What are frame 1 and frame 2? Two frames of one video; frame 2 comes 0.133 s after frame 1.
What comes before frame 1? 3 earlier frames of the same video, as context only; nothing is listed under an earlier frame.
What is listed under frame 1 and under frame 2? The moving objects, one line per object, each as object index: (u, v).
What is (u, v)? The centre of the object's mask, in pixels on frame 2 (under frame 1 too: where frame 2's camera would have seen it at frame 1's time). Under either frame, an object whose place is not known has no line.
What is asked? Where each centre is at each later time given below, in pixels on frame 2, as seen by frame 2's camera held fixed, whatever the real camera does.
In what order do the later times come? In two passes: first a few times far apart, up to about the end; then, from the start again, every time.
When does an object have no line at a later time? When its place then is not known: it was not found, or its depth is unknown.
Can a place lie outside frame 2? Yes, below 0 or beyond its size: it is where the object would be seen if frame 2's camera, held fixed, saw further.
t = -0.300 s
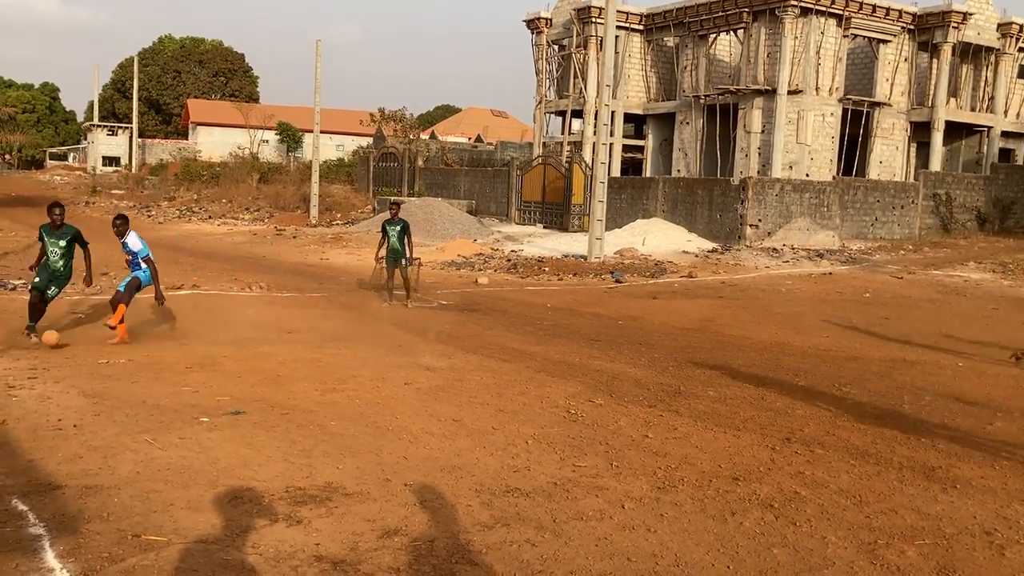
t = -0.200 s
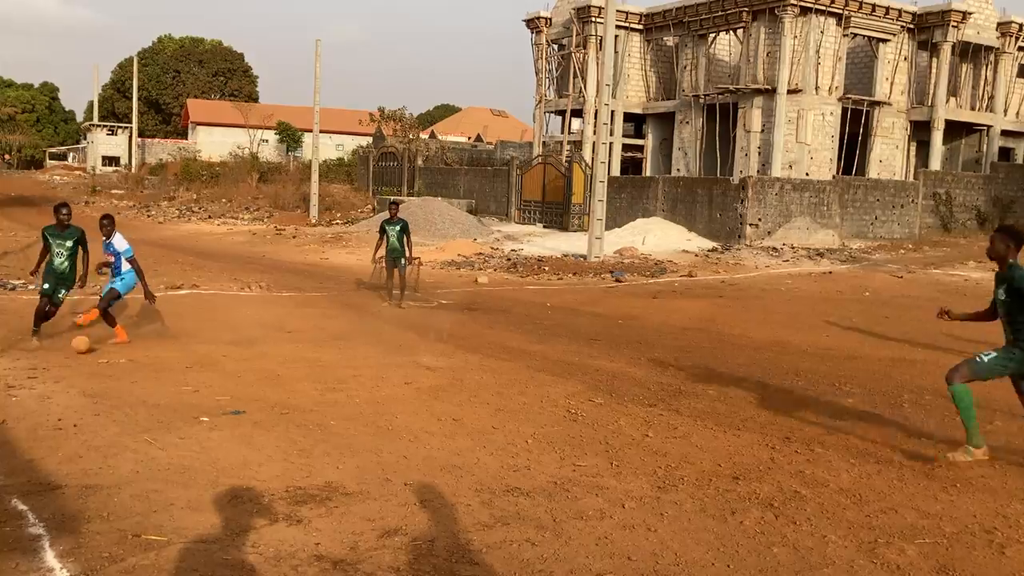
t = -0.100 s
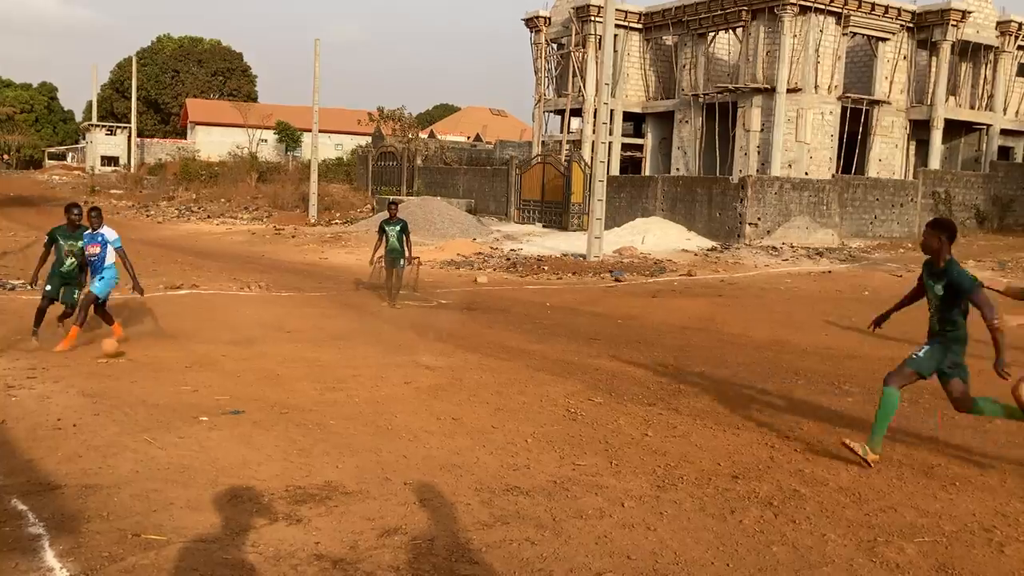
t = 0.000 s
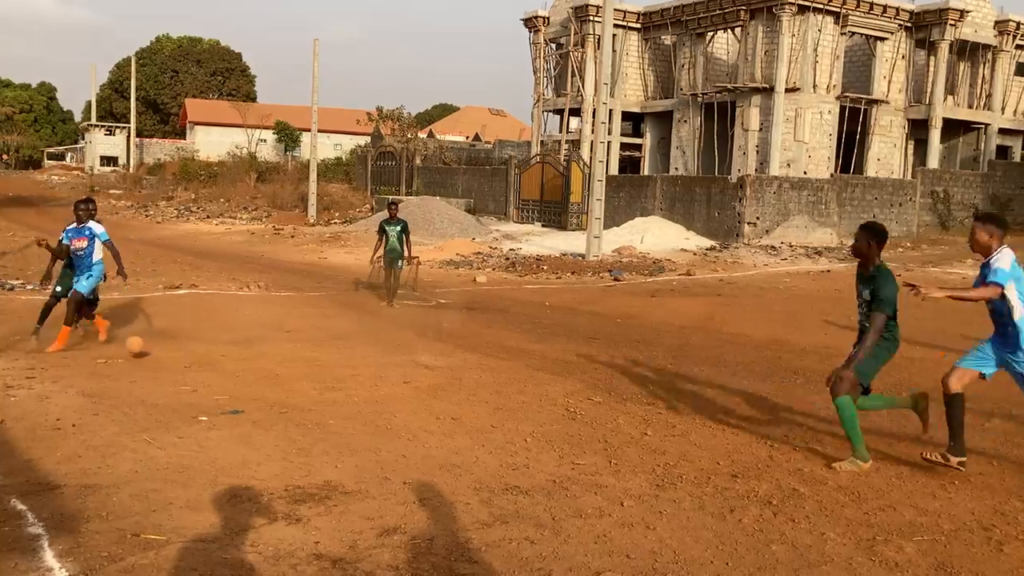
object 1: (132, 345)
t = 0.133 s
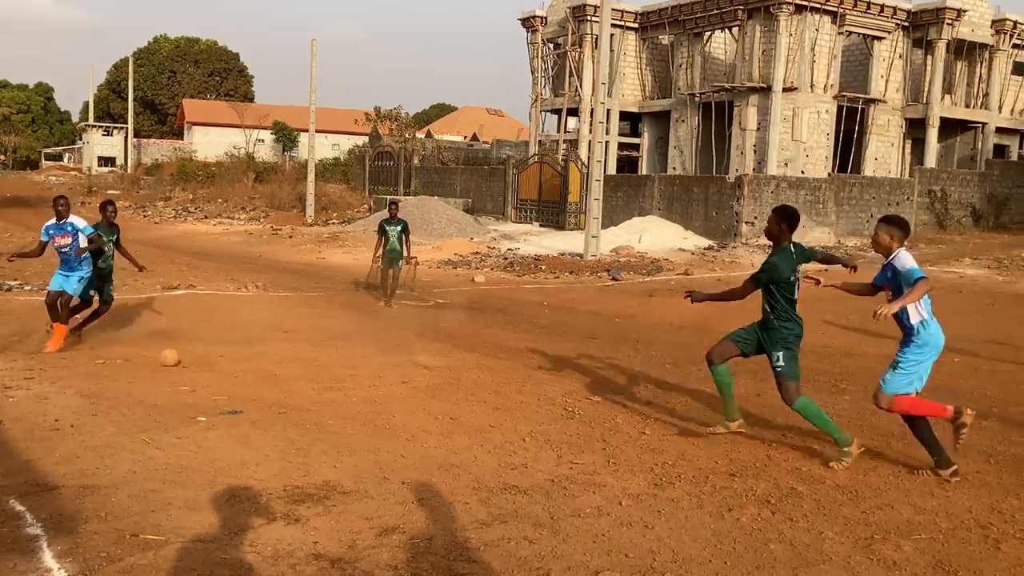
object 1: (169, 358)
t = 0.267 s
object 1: (207, 357)
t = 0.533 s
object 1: (283, 371)
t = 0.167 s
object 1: (177, 358)
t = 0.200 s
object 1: (188, 357)
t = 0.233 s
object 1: (197, 356)
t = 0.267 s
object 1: (207, 357)
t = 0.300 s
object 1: (216, 360)
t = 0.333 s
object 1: (226, 363)
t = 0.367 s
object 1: (235, 366)
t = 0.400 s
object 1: (244, 366)
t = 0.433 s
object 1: (254, 365)
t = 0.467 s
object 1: (264, 367)
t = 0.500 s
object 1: (273, 368)
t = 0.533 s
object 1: (283, 371)
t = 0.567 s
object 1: (293, 371)
